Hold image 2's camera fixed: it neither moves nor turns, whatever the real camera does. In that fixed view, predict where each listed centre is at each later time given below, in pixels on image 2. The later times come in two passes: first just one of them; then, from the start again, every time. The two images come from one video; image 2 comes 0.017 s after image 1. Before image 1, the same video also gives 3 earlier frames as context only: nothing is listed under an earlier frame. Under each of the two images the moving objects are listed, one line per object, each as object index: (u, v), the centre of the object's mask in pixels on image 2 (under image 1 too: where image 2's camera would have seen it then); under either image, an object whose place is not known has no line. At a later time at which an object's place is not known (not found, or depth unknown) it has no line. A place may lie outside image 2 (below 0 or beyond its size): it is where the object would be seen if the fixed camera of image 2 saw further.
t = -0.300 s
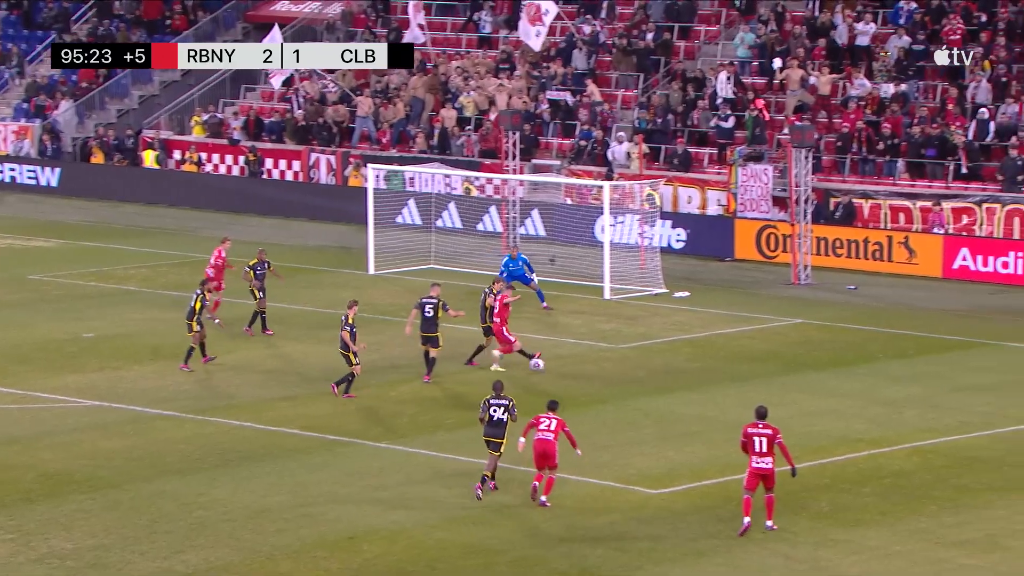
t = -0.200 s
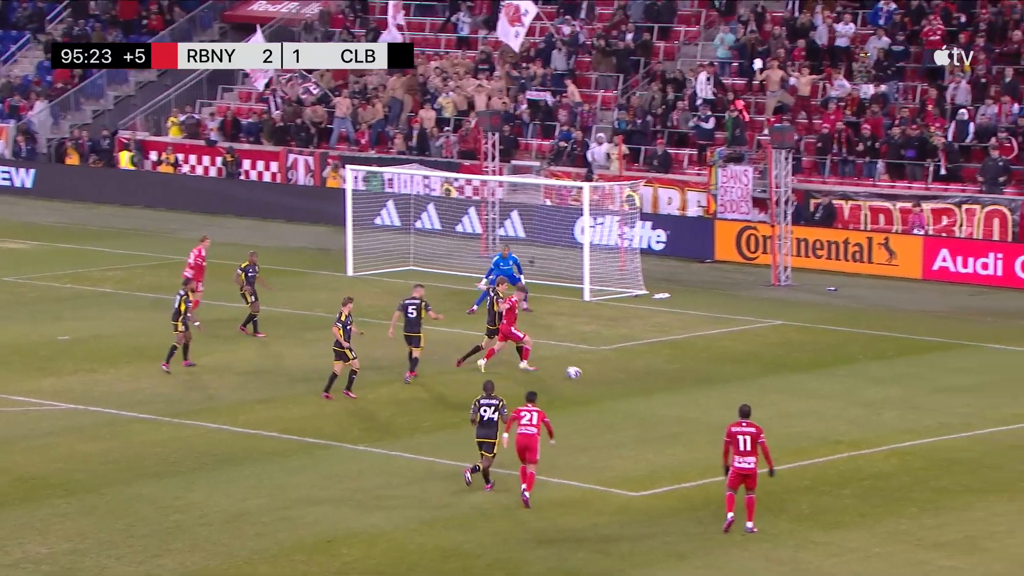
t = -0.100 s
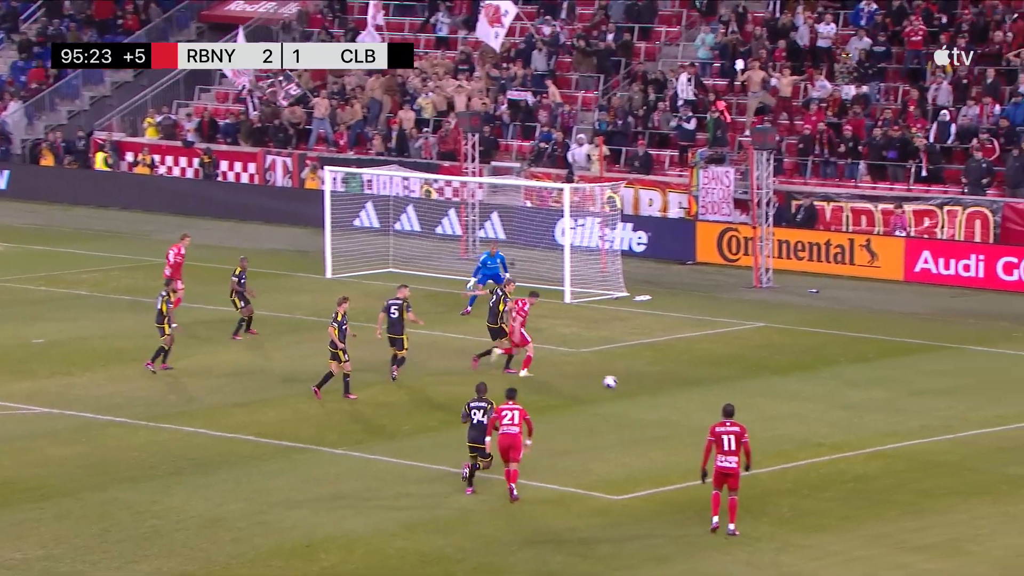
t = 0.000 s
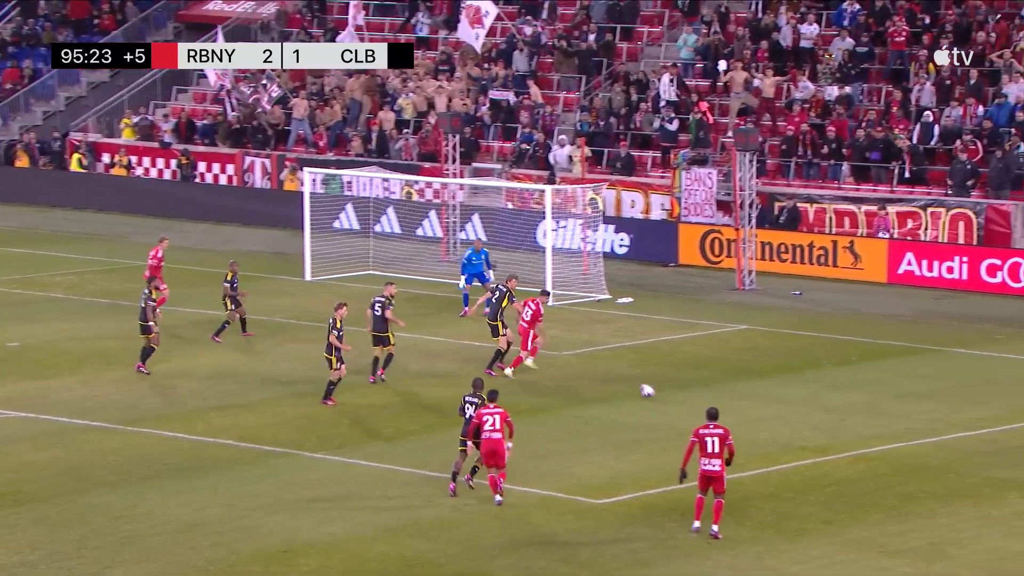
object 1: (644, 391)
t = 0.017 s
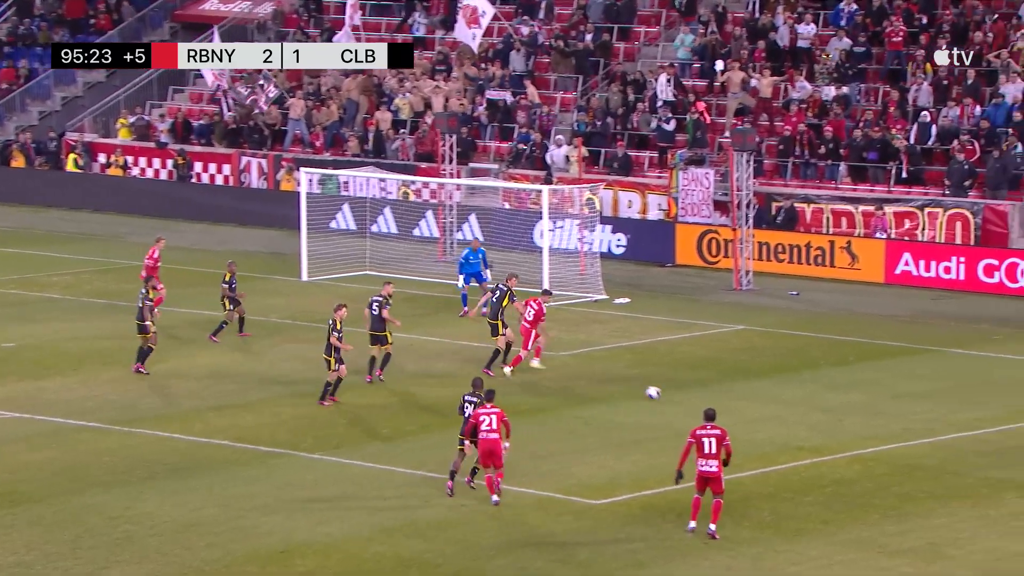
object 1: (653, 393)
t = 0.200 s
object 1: (748, 403)
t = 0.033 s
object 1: (662, 394)
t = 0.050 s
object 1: (670, 396)
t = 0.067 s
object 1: (679, 398)
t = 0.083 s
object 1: (688, 399)
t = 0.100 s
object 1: (696, 399)
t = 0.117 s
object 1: (706, 399)
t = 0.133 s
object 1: (714, 399)
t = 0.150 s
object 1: (723, 400)
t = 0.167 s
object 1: (730, 401)
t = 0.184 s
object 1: (740, 402)
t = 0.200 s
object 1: (748, 403)
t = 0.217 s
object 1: (756, 405)
